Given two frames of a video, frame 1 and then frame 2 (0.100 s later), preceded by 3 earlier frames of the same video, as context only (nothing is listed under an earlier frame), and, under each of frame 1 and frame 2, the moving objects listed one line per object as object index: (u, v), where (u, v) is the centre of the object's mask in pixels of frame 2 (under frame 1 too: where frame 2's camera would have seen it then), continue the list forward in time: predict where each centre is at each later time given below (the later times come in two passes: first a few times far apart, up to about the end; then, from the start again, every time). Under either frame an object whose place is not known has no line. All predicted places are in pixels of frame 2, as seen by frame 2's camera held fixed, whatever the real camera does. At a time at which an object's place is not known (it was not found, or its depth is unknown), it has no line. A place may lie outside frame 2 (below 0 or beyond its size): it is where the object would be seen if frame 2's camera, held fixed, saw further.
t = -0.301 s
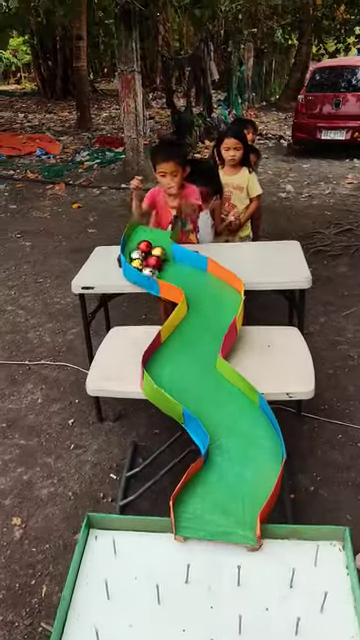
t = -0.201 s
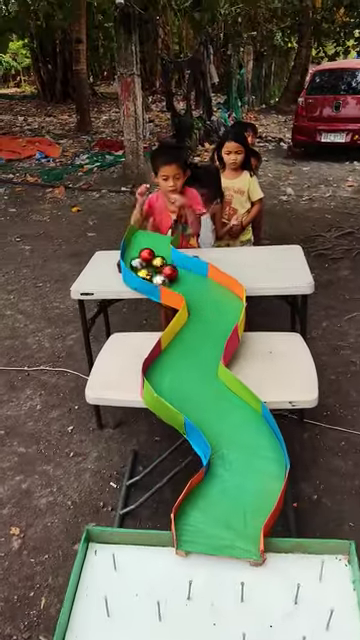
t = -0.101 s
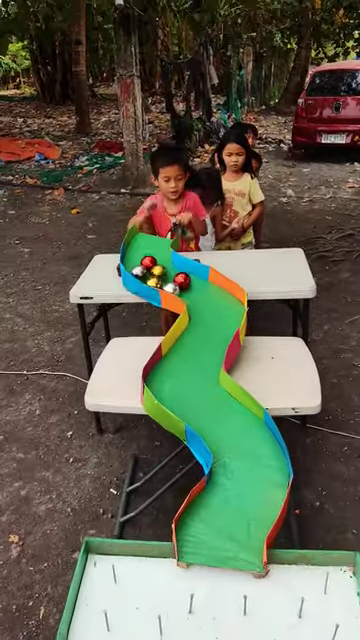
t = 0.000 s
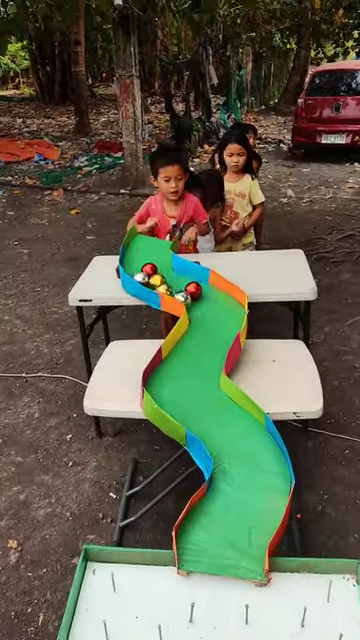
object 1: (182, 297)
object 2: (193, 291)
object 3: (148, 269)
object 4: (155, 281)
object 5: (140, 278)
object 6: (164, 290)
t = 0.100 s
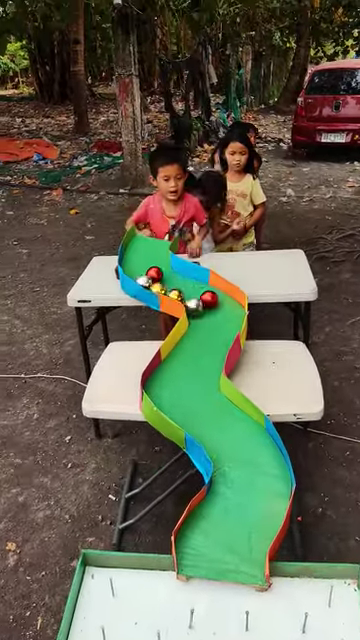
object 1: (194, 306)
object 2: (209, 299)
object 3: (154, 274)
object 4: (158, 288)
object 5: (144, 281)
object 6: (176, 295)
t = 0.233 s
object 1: (210, 318)
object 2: (229, 314)
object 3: (165, 278)
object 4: (169, 290)
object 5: (152, 285)
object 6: (193, 306)
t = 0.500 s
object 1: (200, 358)
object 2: (222, 344)
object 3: (191, 292)
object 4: (194, 307)
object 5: (173, 293)
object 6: (203, 328)
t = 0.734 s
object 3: (212, 319)
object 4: (219, 335)
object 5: (196, 311)
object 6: (198, 355)
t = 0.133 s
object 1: (197, 309)
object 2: (214, 302)
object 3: (156, 274)
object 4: (161, 288)
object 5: (146, 282)
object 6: (180, 296)
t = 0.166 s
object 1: (201, 311)
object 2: (219, 306)
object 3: (158, 276)
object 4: (164, 288)
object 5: (148, 283)
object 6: (185, 300)
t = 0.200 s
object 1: (205, 315)
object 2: (224, 309)
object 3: (162, 277)
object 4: (166, 289)
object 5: (150, 284)
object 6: (189, 304)
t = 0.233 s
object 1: (210, 318)
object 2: (229, 314)
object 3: (165, 278)
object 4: (169, 290)
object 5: (152, 285)
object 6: (193, 306)
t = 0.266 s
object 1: (214, 322)
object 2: (234, 319)
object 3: (169, 280)
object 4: (172, 292)
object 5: (155, 286)
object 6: (197, 310)
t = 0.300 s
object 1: (215, 325)
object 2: (235, 322)
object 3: (172, 281)
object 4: (175, 294)
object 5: (157, 287)
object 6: (201, 313)
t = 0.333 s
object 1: (212, 330)
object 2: (230, 324)
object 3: (176, 283)
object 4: (178, 295)
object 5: (160, 288)
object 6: (204, 314)
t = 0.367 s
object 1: (209, 335)
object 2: (226, 326)
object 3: (179, 285)
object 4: (181, 298)
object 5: (163, 289)
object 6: (209, 317)
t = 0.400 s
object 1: (206, 340)
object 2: (228, 332)
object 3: (182, 286)
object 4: (185, 299)
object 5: (166, 290)
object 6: (207, 320)
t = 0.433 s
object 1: (205, 345)
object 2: (229, 337)
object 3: (185, 288)
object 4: (188, 301)
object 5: (168, 291)
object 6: (205, 322)
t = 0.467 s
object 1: (202, 351)
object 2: (225, 341)
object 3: (188, 290)
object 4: (191, 304)
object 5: (170, 292)
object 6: (204, 325)
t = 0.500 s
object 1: (200, 358)
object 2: (222, 344)
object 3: (191, 292)
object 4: (194, 307)
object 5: (173, 293)
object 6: (203, 328)
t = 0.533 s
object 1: (198, 364)
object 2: (219, 348)
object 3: (194, 295)
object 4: (198, 310)
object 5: (176, 295)
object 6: (202, 331)
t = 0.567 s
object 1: (195, 372)
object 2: (215, 352)
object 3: (196, 299)
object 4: (202, 313)
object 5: (179, 296)
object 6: (201, 334)
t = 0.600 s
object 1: (192, 380)
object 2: (211, 357)
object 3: (199, 303)
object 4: (206, 317)
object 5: (182, 298)
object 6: (200, 337)
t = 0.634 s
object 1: (187, 388)
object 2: (207, 361)
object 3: (202, 306)
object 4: (209, 320)
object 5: (186, 300)
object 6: (199, 340)
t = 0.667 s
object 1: (184, 396)
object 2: (202, 366)
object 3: (206, 311)
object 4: (213, 325)
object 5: (191, 304)
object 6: (199, 345)
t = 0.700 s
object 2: (197, 371)
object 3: (209, 315)
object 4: (216, 329)
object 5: (194, 308)
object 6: (199, 350)
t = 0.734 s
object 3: (212, 319)
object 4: (219, 335)
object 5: (196, 311)
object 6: (198, 355)
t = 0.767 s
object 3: (215, 325)
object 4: (221, 340)
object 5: (199, 315)
